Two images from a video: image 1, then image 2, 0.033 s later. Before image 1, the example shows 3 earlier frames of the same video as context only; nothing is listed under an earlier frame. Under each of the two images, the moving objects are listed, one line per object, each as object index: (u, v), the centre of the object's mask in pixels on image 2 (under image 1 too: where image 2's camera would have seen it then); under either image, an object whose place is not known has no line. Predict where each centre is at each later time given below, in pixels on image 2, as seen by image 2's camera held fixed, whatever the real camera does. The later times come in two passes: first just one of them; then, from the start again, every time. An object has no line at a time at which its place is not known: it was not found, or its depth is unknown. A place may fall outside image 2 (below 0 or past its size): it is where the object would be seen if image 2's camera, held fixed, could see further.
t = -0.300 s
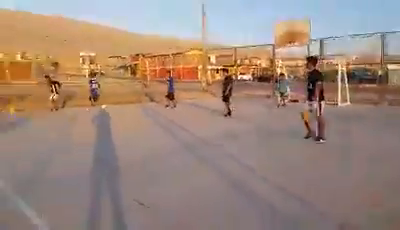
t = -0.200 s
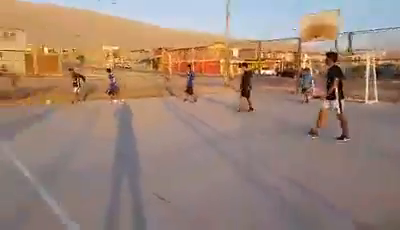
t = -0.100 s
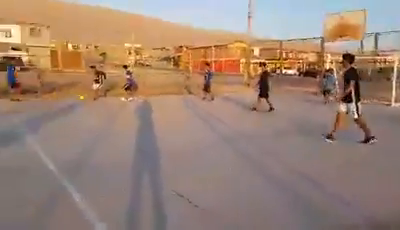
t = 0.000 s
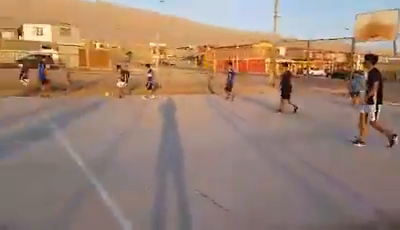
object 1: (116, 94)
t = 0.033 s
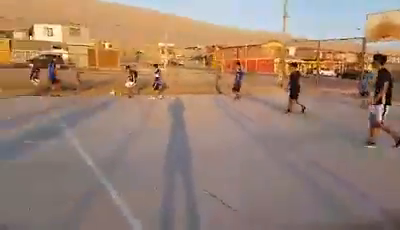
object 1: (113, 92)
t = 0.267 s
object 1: (85, 96)
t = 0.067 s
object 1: (109, 92)
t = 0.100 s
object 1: (106, 92)
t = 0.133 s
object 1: (103, 92)
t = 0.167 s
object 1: (97, 94)
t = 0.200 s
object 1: (94, 94)
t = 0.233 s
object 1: (90, 95)
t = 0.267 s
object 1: (85, 96)
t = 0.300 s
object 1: (80, 99)
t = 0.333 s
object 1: (74, 100)
